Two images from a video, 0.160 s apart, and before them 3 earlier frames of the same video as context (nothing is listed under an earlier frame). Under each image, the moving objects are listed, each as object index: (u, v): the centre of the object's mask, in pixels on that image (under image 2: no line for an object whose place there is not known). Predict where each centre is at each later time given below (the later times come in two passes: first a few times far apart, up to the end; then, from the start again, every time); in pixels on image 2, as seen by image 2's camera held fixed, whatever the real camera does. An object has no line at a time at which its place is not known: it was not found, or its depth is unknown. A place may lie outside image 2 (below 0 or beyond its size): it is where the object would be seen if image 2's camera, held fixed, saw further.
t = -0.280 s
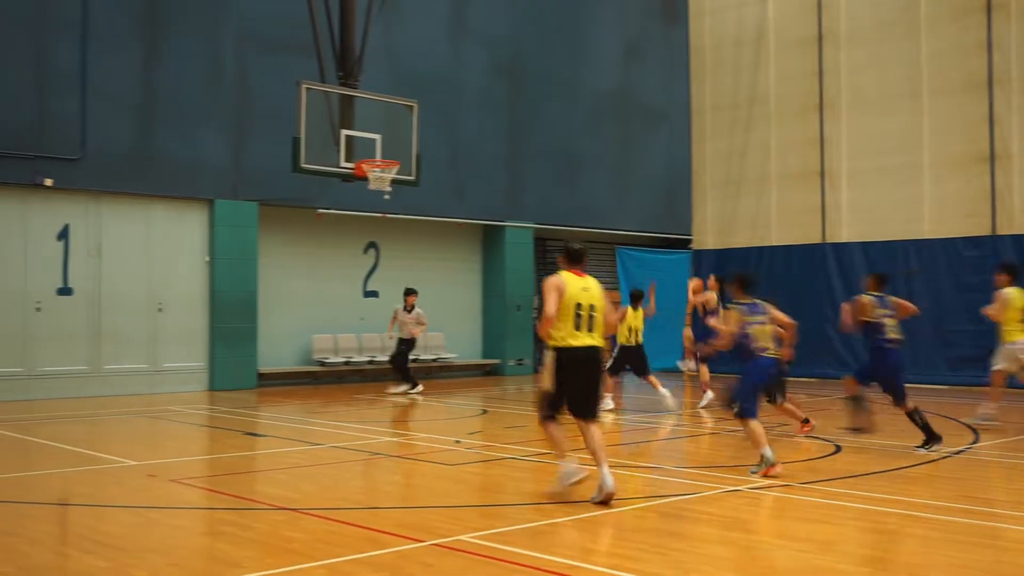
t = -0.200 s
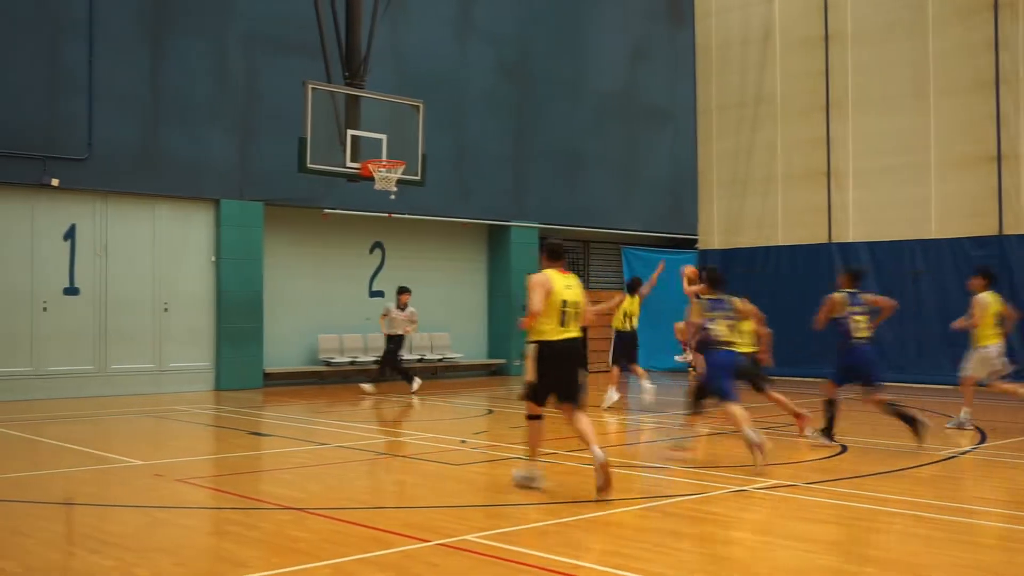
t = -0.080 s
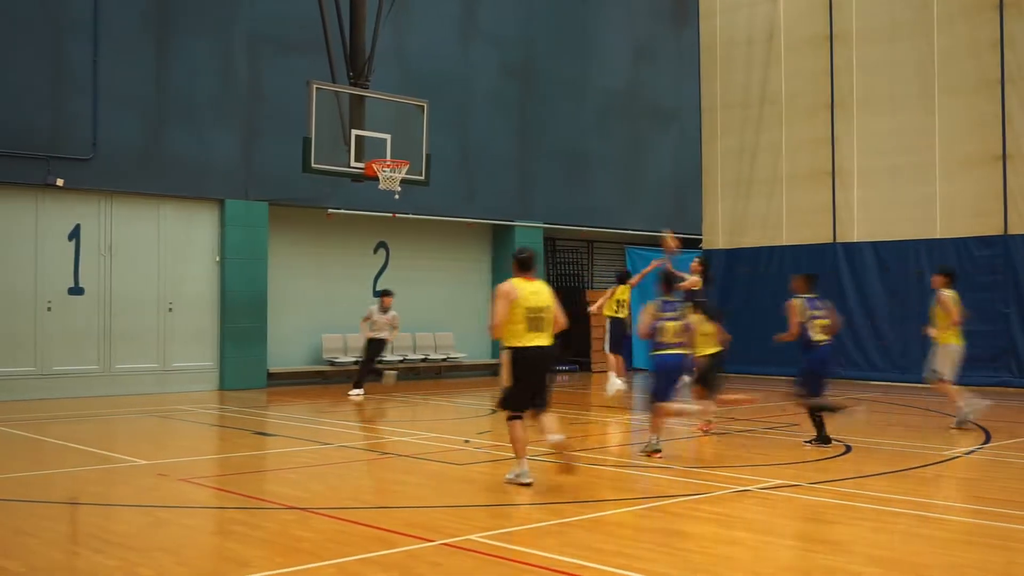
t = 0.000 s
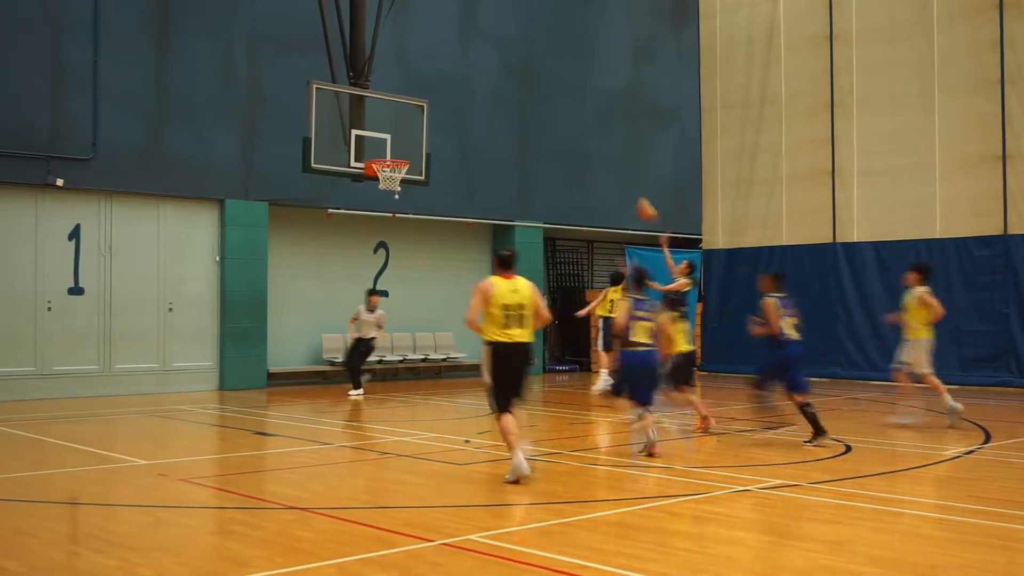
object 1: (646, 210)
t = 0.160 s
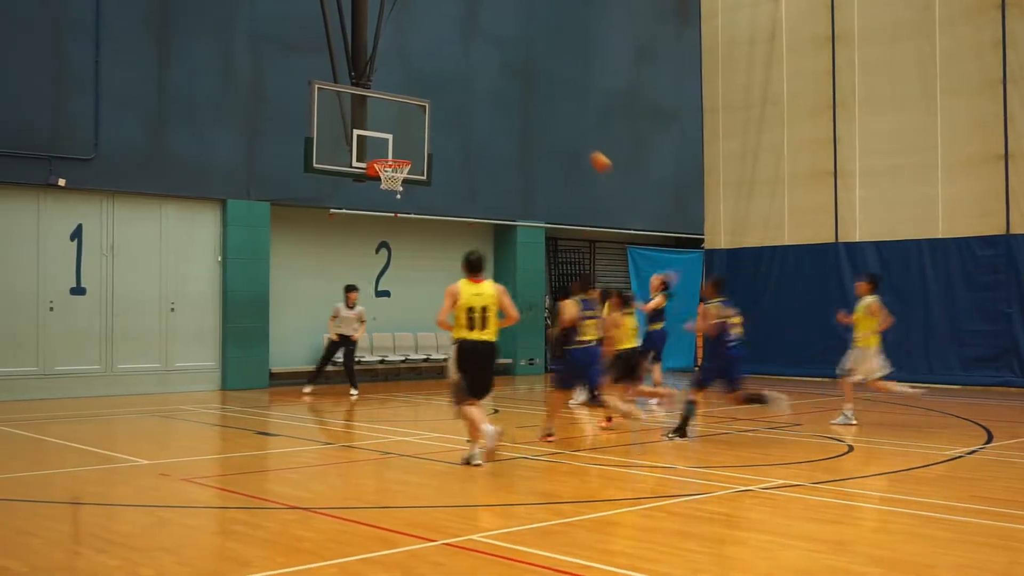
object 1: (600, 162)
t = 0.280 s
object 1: (564, 137)
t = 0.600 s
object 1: (470, 122)
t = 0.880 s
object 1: (407, 159)
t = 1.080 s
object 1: (437, 199)
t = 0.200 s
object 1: (588, 153)
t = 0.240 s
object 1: (575, 144)
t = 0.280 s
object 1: (564, 137)
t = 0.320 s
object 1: (552, 131)
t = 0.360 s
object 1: (541, 126)
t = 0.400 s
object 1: (529, 122)
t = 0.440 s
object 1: (517, 120)
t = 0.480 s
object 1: (506, 119)
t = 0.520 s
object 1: (494, 119)
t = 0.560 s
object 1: (482, 120)
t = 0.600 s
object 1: (470, 122)
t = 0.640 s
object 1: (457, 125)
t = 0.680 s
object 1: (446, 130)
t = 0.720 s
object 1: (434, 136)
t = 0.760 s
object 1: (421, 144)
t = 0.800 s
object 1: (410, 150)
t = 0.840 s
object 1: (407, 155)
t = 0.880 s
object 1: (407, 159)
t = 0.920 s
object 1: (413, 170)
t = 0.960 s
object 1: (417, 175)
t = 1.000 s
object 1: (424, 182)
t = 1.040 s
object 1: (431, 190)
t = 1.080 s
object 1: (437, 199)
